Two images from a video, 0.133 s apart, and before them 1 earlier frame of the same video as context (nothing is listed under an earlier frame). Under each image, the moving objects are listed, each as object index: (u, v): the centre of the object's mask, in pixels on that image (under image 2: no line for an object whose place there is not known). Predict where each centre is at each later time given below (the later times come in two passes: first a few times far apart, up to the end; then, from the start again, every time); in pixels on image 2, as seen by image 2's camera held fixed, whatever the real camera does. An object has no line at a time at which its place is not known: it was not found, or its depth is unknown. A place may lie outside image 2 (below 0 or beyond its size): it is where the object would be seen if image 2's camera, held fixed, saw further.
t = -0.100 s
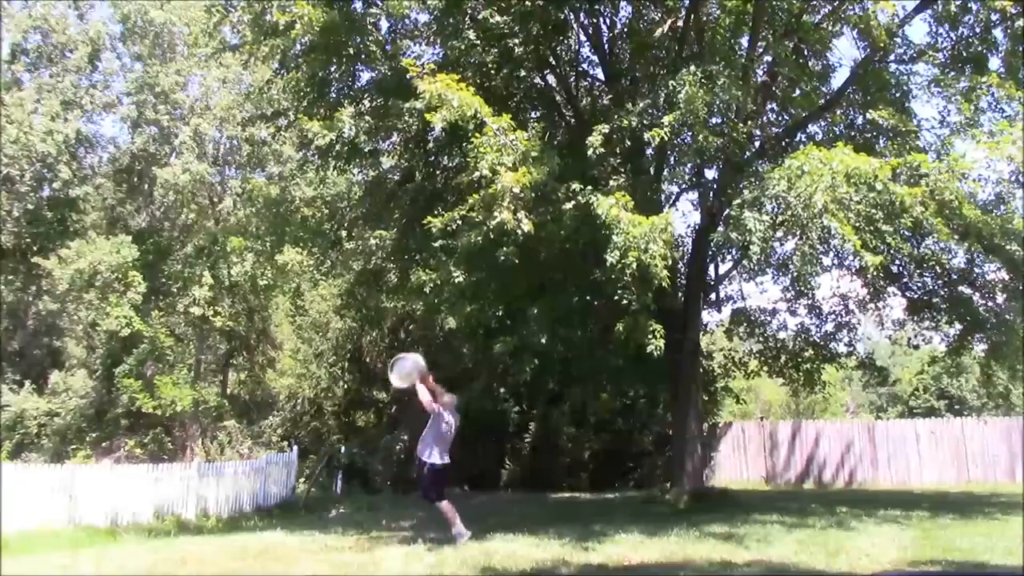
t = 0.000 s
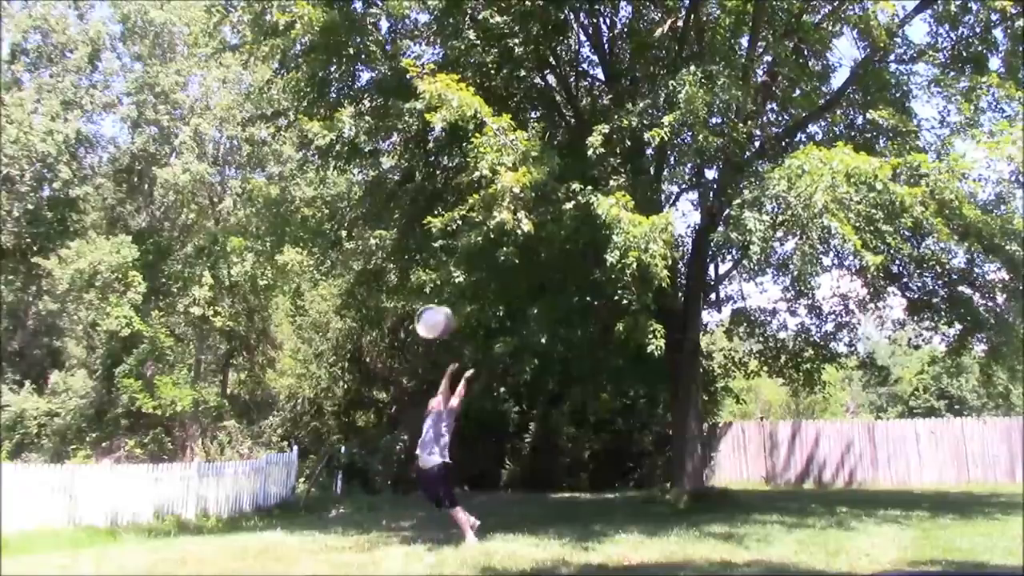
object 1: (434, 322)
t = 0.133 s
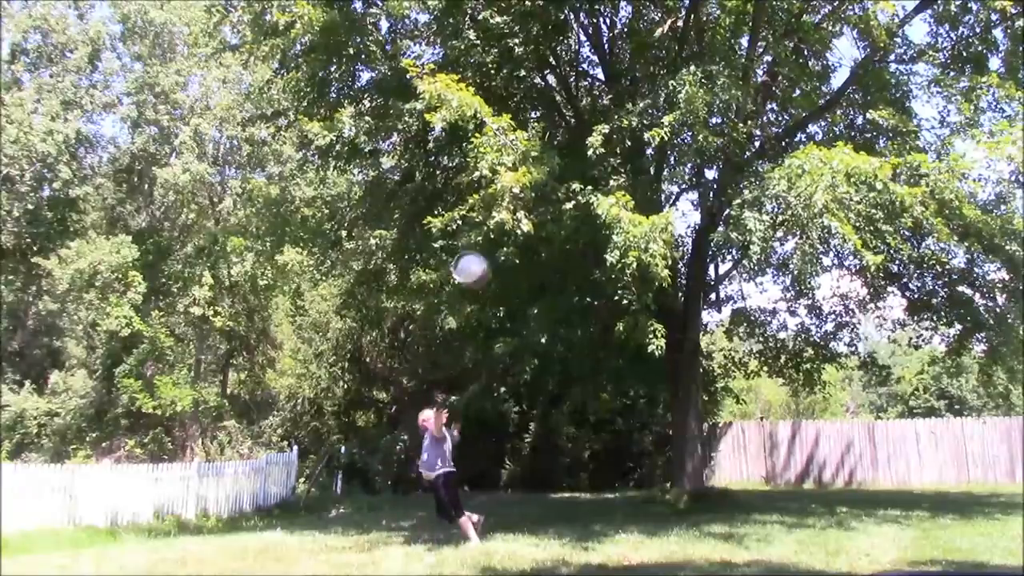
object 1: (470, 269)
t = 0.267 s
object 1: (506, 236)
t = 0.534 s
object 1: (576, 192)
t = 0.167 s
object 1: (479, 257)
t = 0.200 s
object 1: (490, 247)
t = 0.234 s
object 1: (499, 240)
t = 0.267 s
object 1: (506, 236)
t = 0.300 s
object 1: (519, 223)
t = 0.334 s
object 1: (531, 213)
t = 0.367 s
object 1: (540, 209)
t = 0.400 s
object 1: (546, 205)
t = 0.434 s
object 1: (556, 200)
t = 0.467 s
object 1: (564, 197)
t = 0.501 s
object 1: (572, 193)
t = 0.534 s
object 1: (576, 192)
